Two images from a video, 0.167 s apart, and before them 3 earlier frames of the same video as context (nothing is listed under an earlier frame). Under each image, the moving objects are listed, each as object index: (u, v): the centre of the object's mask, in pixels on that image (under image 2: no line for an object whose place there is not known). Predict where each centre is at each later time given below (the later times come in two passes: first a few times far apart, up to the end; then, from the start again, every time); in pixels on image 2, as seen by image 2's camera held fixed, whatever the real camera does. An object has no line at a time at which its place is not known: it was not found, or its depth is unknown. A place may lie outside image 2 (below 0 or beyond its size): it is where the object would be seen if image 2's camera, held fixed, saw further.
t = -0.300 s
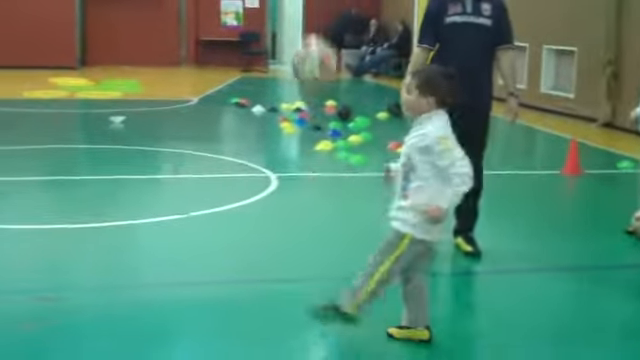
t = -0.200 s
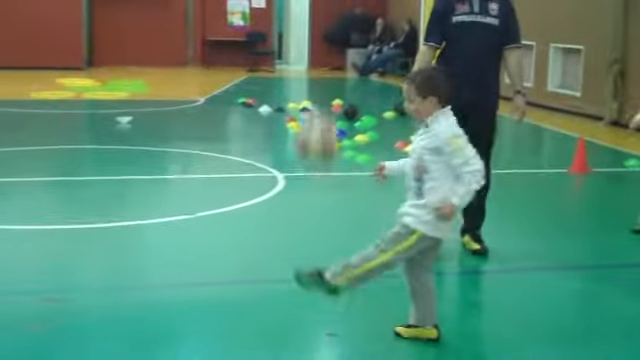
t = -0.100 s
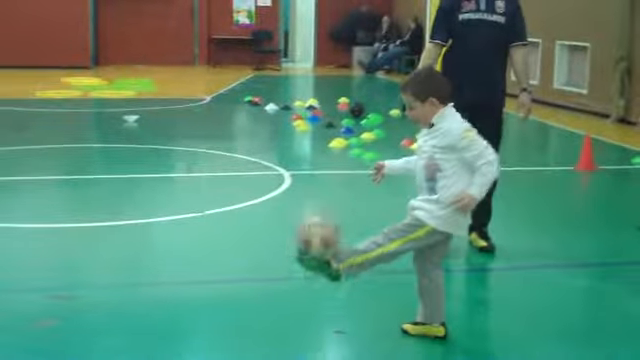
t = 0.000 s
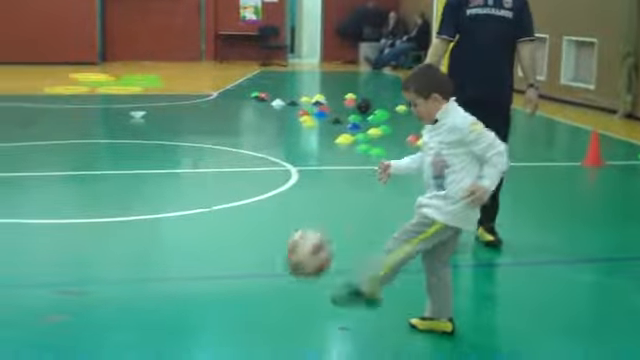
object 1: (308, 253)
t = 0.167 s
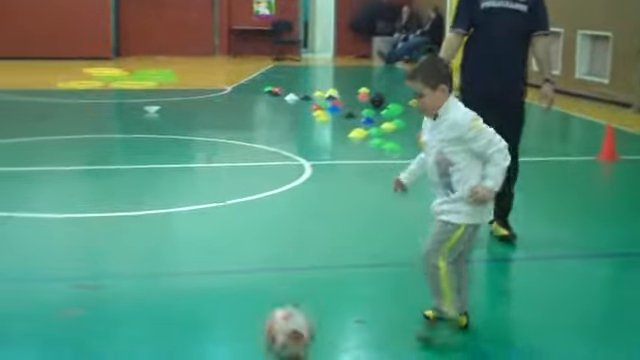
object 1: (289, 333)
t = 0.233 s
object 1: (273, 313)
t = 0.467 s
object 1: (216, 316)
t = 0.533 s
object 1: (198, 343)
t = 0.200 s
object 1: (280, 320)
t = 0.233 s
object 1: (273, 313)
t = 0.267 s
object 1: (267, 305)
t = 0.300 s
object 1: (258, 300)
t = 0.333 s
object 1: (248, 297)
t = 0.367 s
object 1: (242, 297)
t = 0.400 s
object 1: (234, 301)
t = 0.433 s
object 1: (224, 305)
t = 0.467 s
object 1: (216, 316)
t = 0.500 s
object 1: (208, 327)
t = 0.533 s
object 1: (198, 343)
